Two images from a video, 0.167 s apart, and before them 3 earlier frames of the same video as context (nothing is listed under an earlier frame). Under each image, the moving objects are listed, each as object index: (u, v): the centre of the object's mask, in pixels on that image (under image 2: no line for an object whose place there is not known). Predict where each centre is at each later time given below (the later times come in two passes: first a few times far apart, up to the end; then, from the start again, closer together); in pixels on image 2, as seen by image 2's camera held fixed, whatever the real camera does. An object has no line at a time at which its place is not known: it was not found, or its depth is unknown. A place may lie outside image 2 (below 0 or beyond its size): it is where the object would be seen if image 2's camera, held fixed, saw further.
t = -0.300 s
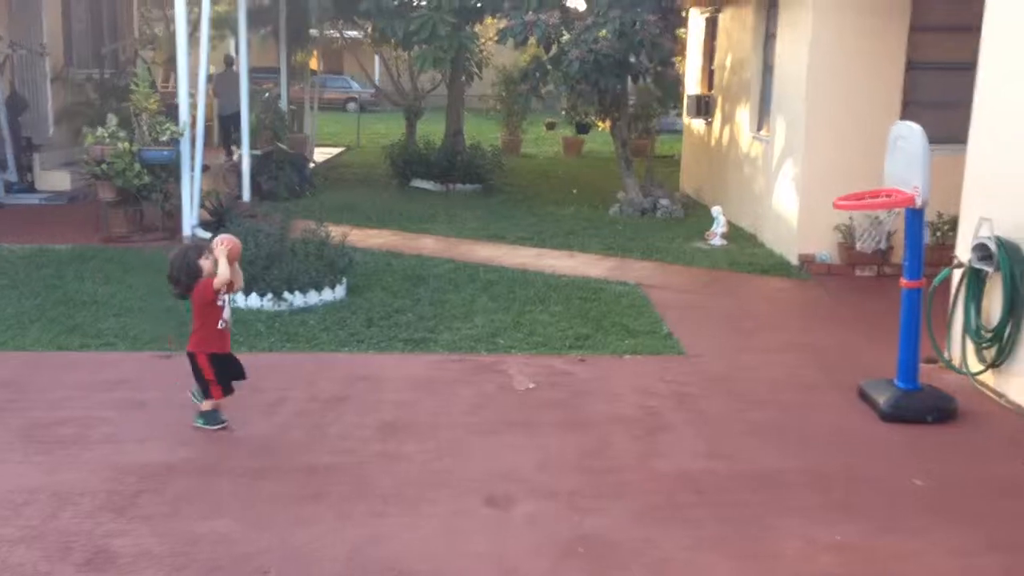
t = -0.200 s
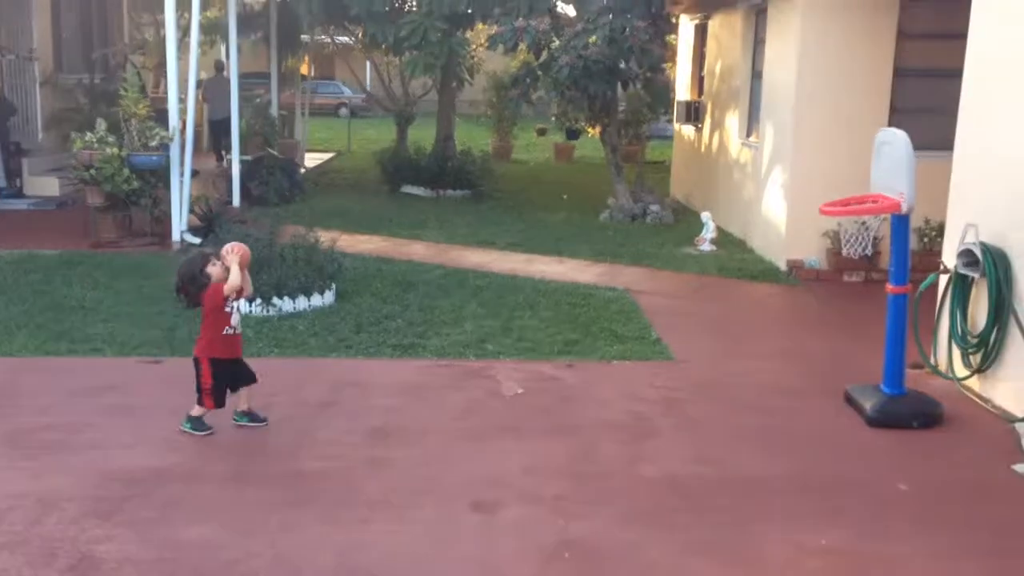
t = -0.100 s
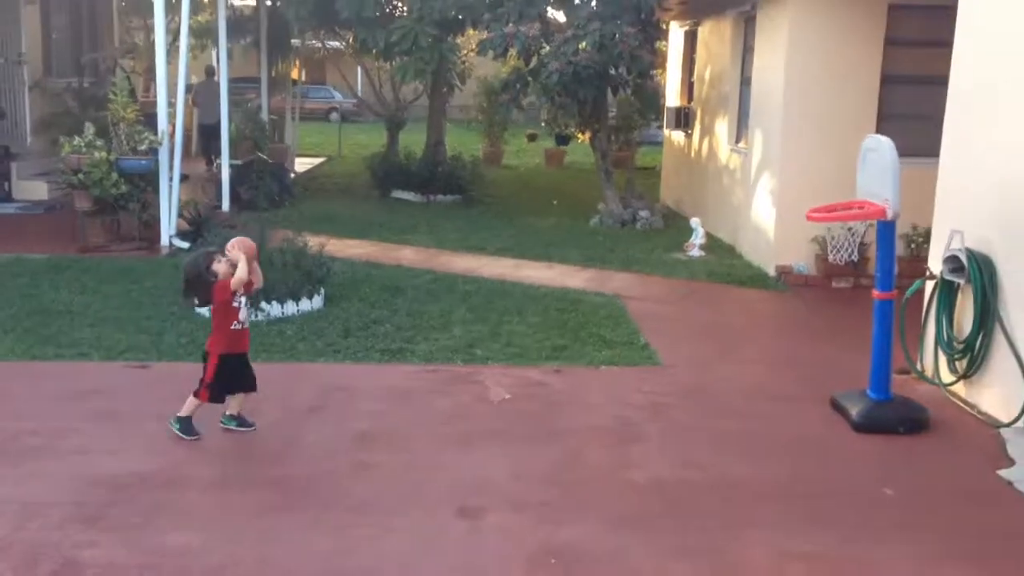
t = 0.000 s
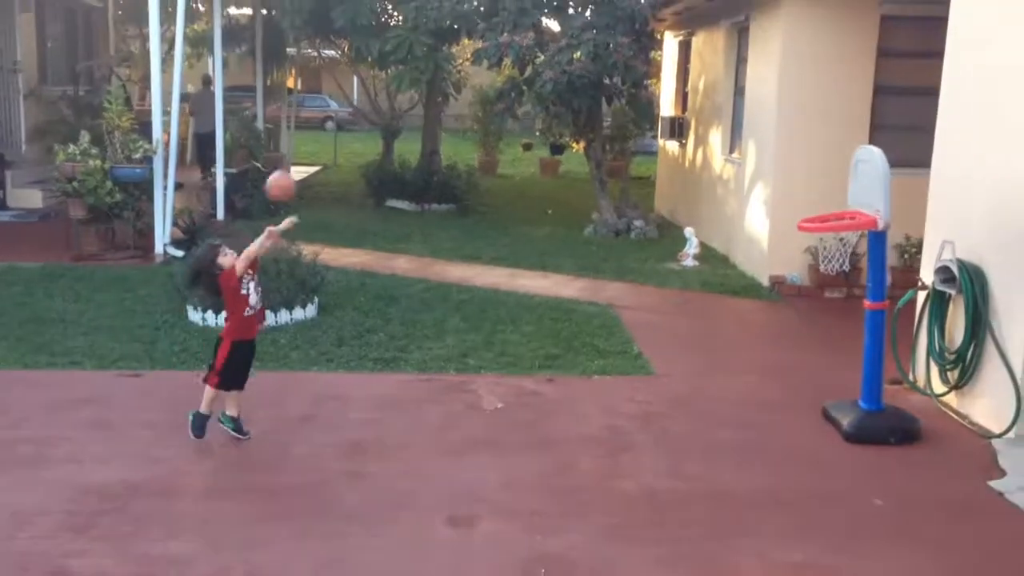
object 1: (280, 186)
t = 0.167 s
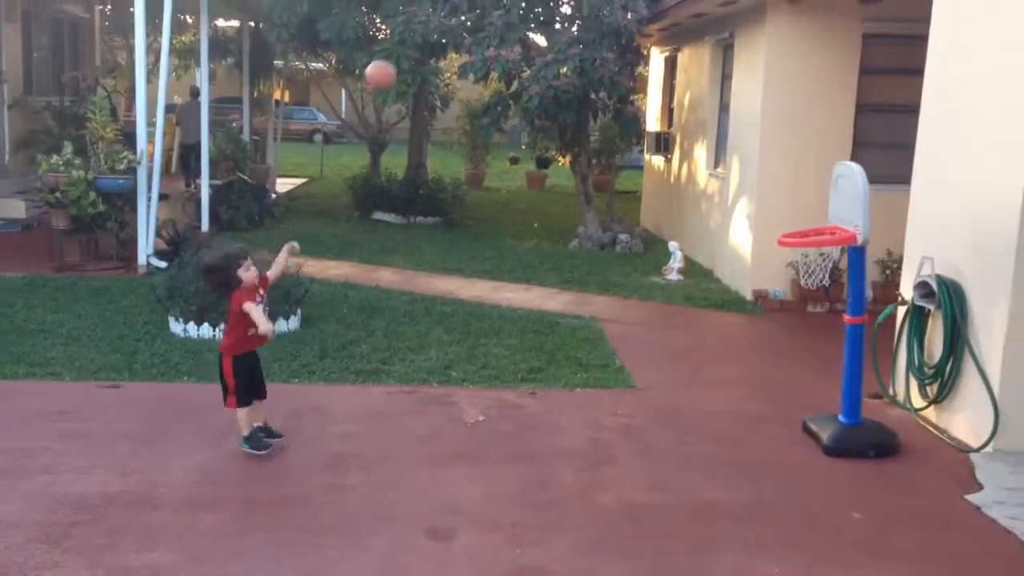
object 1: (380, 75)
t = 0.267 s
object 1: (449, 31)
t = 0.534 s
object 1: (624, 14)
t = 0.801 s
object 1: (780, 151)
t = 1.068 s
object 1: (807, 256)
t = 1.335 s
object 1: (819, 261)
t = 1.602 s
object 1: (793, 328)
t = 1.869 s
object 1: (776, 378)
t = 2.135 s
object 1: (767, 333)
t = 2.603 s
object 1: (744, 375)
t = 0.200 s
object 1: (403, 58)
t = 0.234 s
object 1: (426, 43)
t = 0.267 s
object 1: (449, 31)
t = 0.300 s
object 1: (472, 20)
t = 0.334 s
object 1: (495, 10)
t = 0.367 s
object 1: (517, 6)
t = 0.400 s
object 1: (540, 4)
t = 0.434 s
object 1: (562, 2)
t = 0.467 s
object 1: (584, 2)
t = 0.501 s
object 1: (605, 9)
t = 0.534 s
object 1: (624, 14)
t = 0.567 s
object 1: (644, 24)
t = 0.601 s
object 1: (666, 37)
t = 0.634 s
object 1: (686, 51)
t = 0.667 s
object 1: (707, 67)
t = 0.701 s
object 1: (725, 85)
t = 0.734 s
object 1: (745, 105)
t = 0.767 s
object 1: (763, 128)
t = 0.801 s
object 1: (780, 151)
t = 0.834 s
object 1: (800, 177)
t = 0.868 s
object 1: (817, 205)
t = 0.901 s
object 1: (827, 228)
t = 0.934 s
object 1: (817, 232)
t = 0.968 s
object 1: (806, 254)
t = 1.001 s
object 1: (803, 262)
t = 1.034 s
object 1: (804, 260)
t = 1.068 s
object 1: (807, 256)
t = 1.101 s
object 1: (812, 255)
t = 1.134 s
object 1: (815, 256)
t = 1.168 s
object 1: (817, 256)
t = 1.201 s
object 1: (819, 257)
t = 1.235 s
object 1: (819, 257)
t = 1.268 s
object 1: (819, 257)
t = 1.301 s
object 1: (819, 259)
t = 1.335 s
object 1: (819, 261)
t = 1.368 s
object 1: (815, 264)
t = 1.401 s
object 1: (814, 265)
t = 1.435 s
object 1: (806, 273)
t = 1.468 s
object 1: (804, 276)
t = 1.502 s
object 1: (801, 292)
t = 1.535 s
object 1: (798, 300)
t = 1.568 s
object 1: (796, 312)
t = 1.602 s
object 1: (793, 328)
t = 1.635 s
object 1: (790, 345)
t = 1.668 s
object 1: (787, 364)
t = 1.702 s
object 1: (783, 385)
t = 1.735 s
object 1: (779, 408)
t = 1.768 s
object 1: (776, 428)
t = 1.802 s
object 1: (776, 409)
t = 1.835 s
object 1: (776, 393)
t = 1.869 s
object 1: (776, 378)
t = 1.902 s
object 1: (775, 365)
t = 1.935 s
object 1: (775, 355)
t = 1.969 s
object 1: (774, 346)
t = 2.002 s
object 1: (773, 339)
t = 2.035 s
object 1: (771, 335)
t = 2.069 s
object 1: (770, 332)
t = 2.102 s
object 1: (769, 332)
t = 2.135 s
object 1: (767, 333)
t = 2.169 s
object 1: (765, 337)
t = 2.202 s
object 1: (763, 343)
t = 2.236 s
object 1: (761, 352)
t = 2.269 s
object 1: (759, 362)
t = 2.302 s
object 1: (756, 374)
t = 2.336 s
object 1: (753, 389)
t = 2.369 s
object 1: (751, 406)
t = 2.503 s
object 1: (746, 404)
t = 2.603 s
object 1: (744, 375)
